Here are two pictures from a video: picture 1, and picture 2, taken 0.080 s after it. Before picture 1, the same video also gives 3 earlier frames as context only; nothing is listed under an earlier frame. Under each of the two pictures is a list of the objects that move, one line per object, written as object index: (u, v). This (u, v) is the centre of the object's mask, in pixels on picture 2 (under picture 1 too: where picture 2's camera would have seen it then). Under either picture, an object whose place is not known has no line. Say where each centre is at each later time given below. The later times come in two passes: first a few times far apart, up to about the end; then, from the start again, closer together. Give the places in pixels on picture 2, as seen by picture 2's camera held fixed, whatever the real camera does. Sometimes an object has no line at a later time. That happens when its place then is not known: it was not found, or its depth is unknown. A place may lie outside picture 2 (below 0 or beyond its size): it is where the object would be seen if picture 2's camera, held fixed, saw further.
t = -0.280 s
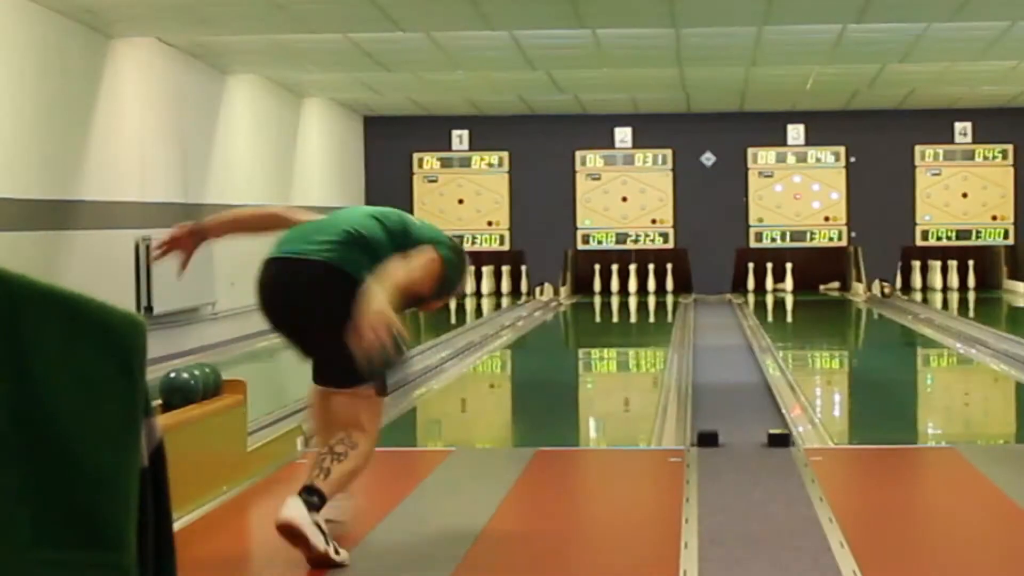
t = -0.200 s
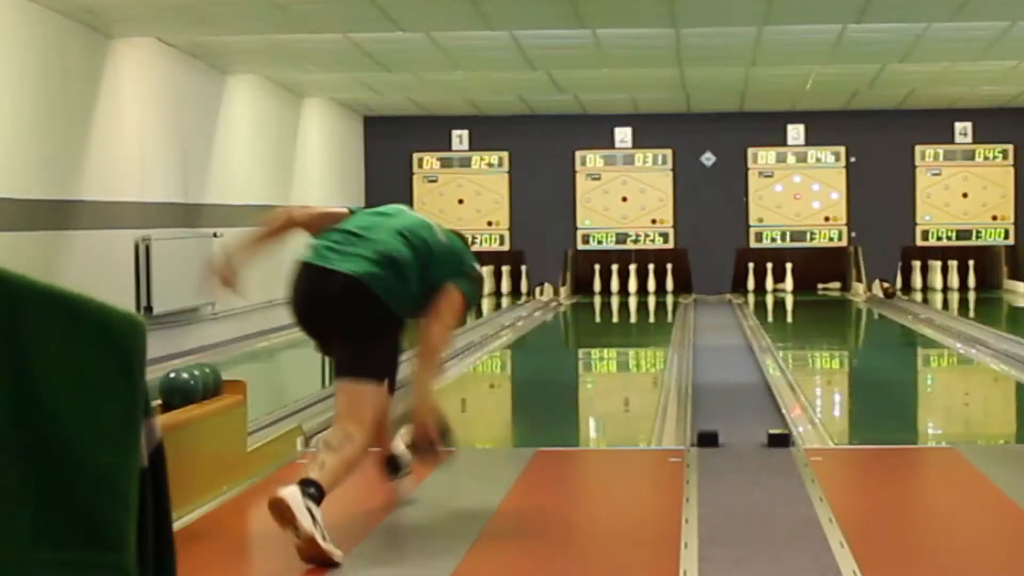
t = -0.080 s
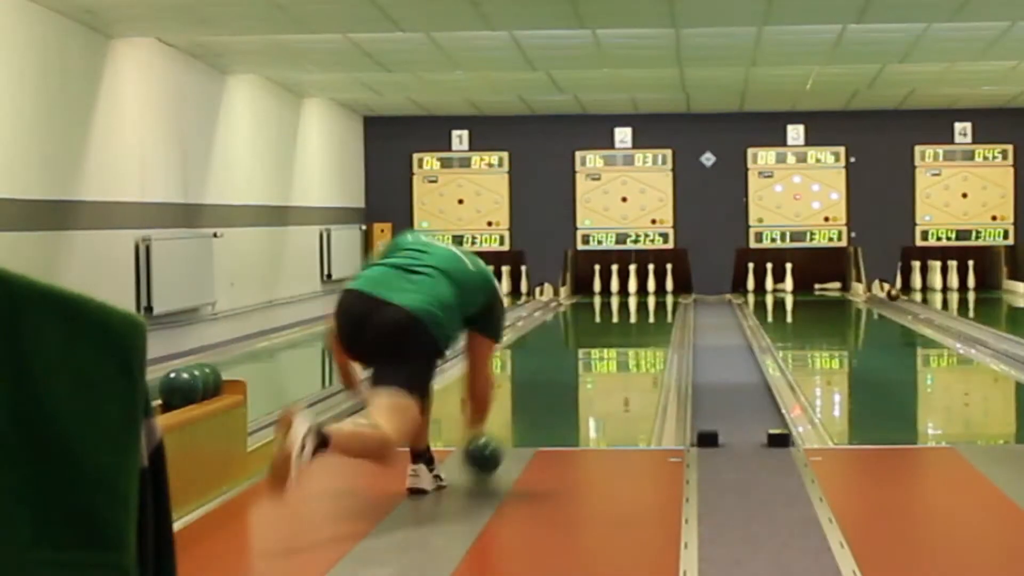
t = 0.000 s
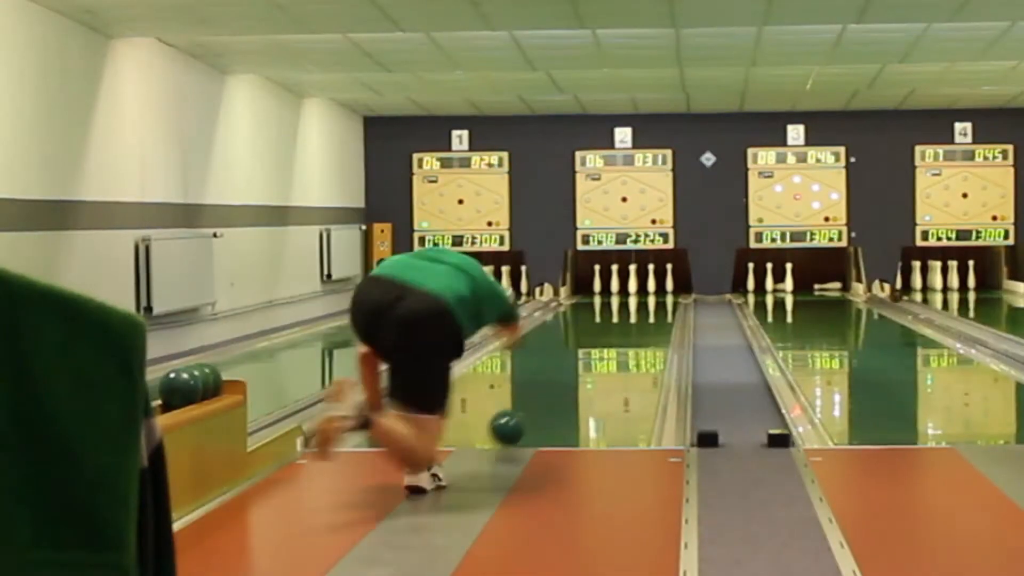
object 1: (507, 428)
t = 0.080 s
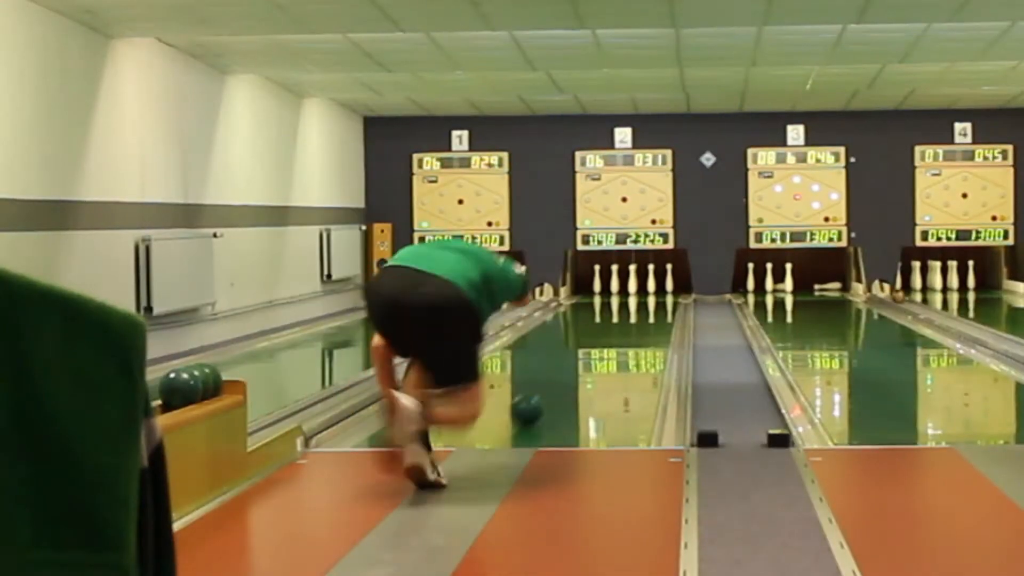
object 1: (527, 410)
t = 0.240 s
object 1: (549, 380)
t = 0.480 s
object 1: (593, 346)
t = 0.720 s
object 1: (604, 327)
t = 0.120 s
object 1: (534, 401)
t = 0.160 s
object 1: (542, 395)
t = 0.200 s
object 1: (549, 388)
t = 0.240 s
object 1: (549, 380)
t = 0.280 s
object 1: (557, 375)
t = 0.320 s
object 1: (562, 368)
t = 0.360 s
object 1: (566, 364)
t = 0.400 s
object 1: (569, 358)
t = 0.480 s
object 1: (593, 346)
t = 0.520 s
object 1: (593, 341)
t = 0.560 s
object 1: (595, 338)
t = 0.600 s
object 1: (597, 335)
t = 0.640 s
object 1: (598, 332)
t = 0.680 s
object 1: (601, 330)
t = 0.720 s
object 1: (604, 327)
